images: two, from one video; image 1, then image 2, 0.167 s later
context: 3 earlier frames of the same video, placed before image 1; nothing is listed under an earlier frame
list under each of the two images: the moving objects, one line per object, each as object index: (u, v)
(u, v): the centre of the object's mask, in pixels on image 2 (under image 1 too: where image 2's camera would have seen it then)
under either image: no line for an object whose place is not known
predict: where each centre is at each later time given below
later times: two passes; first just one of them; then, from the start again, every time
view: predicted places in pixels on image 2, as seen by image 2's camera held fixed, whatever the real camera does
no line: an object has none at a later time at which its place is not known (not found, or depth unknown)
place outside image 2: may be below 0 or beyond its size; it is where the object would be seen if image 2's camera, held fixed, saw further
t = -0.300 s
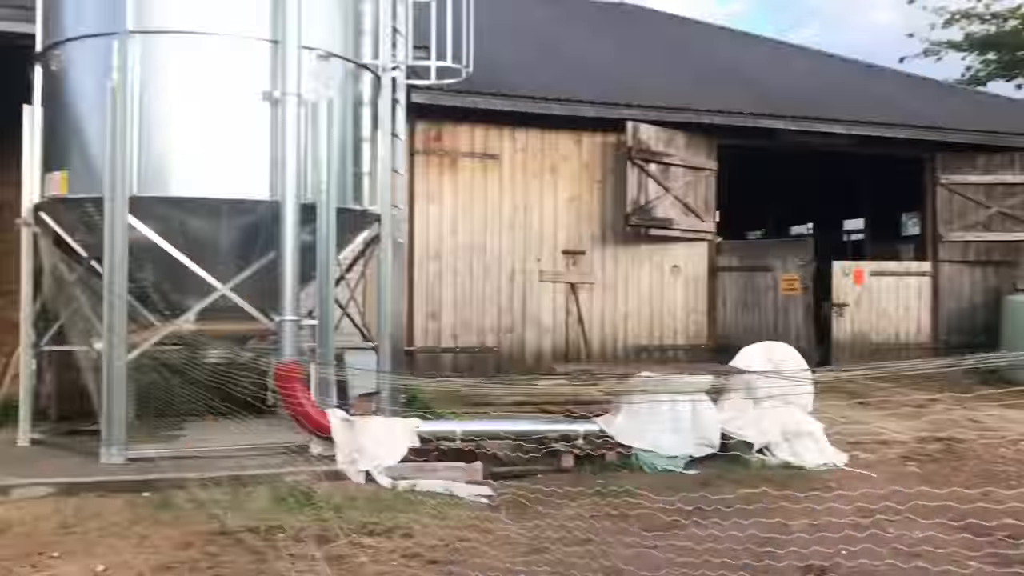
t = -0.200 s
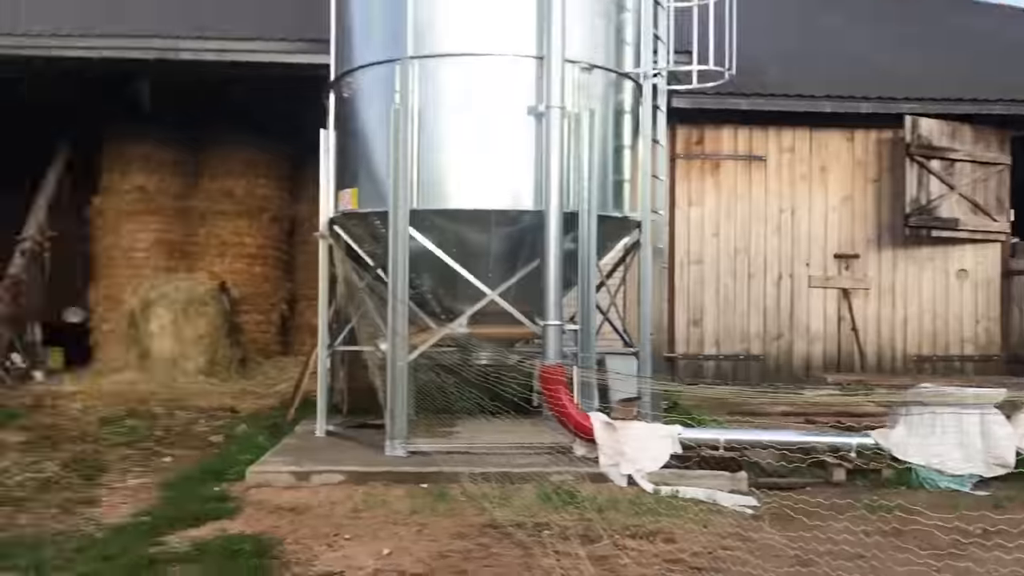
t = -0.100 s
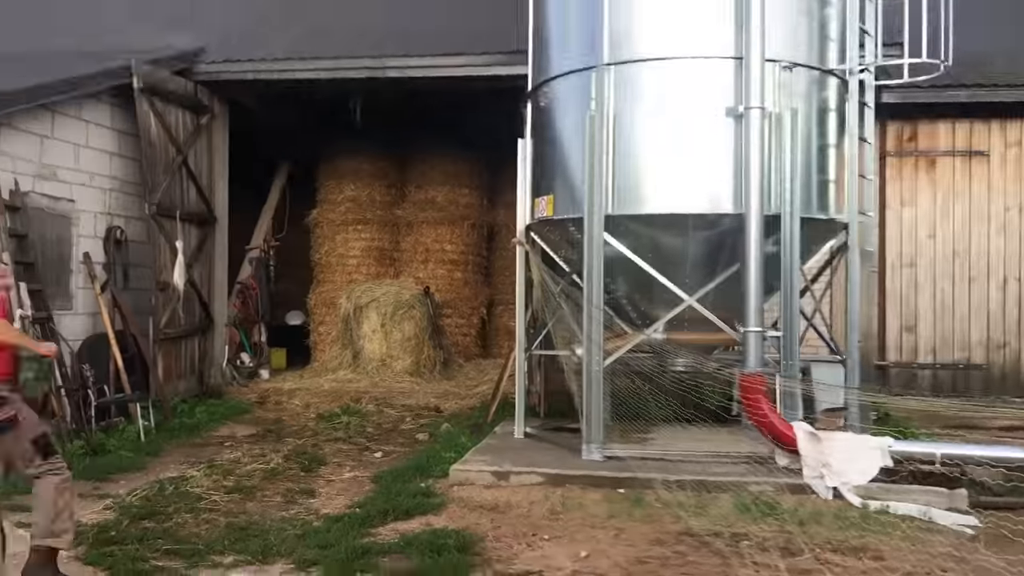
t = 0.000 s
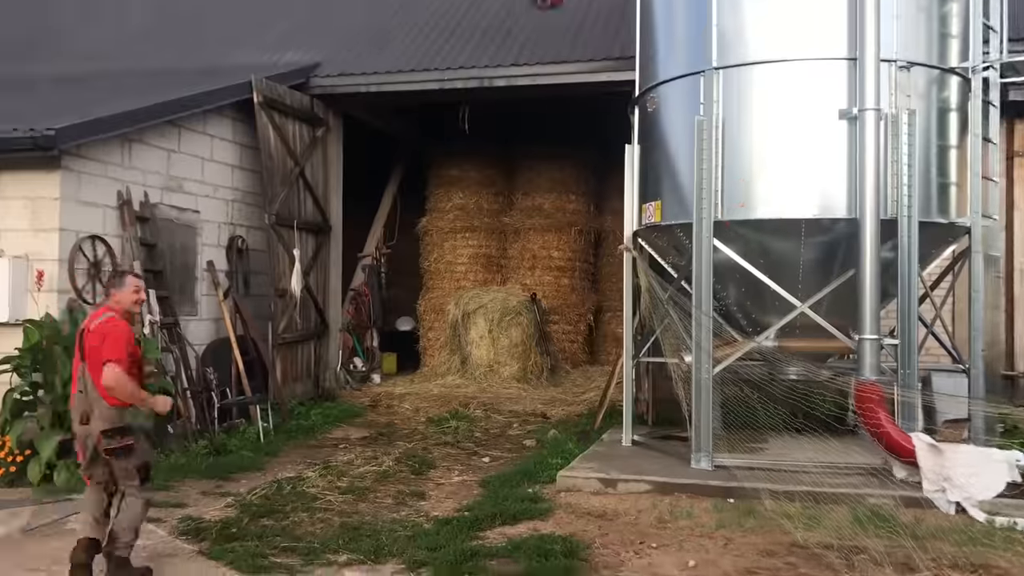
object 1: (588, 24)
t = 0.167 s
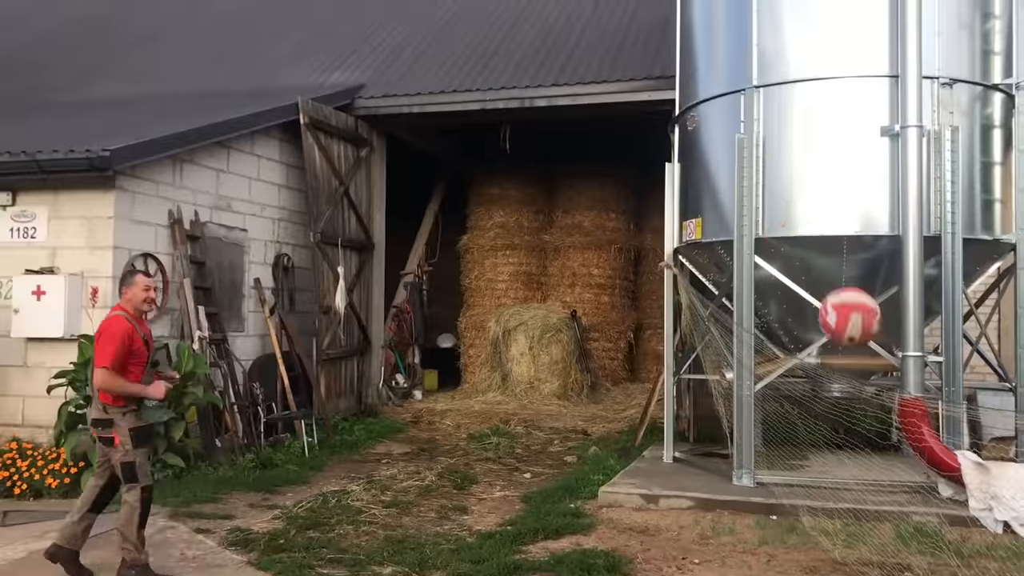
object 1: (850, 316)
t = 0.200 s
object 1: (907, 430)
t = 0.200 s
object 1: (907, 430)
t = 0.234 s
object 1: (971, 554)
